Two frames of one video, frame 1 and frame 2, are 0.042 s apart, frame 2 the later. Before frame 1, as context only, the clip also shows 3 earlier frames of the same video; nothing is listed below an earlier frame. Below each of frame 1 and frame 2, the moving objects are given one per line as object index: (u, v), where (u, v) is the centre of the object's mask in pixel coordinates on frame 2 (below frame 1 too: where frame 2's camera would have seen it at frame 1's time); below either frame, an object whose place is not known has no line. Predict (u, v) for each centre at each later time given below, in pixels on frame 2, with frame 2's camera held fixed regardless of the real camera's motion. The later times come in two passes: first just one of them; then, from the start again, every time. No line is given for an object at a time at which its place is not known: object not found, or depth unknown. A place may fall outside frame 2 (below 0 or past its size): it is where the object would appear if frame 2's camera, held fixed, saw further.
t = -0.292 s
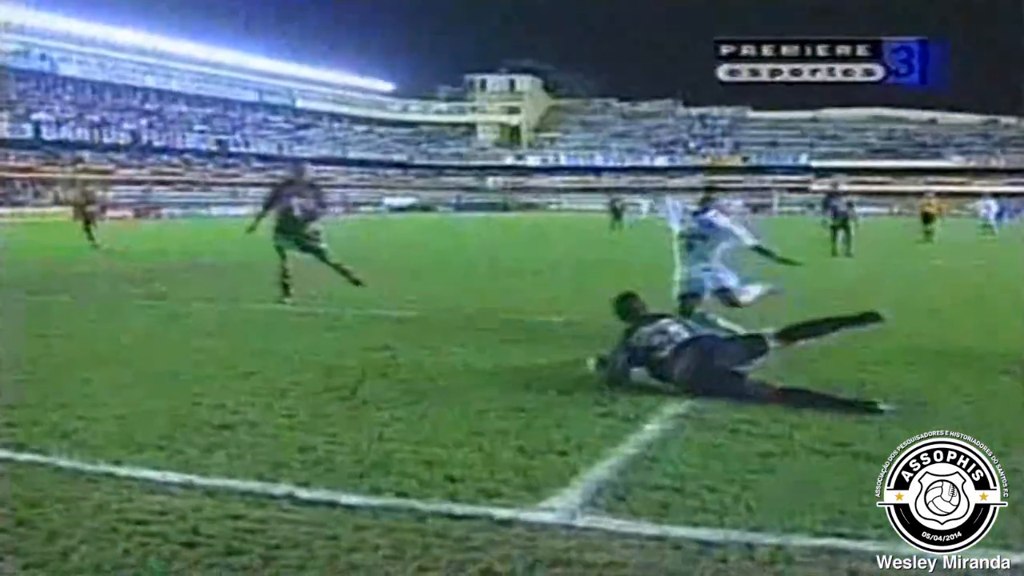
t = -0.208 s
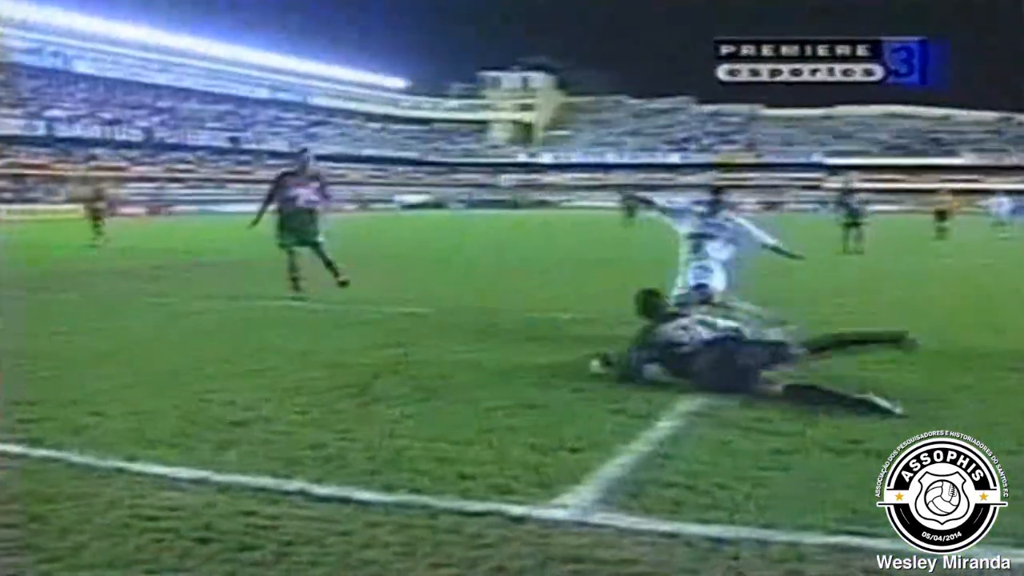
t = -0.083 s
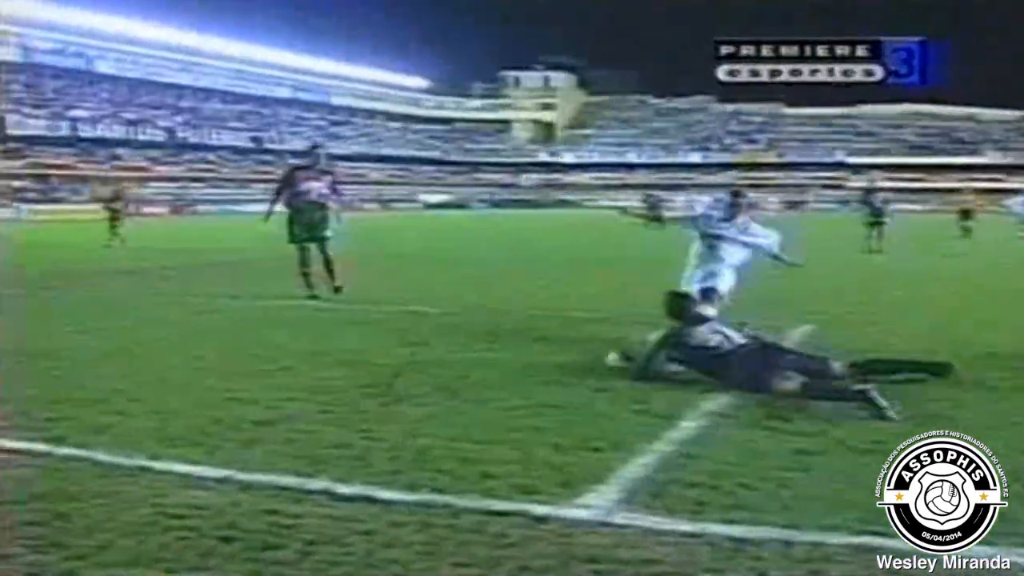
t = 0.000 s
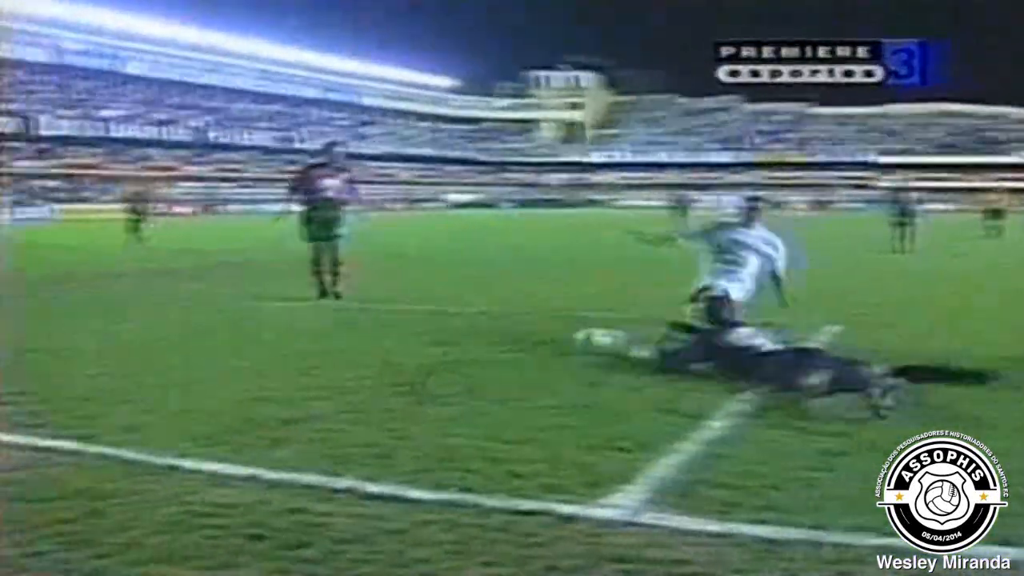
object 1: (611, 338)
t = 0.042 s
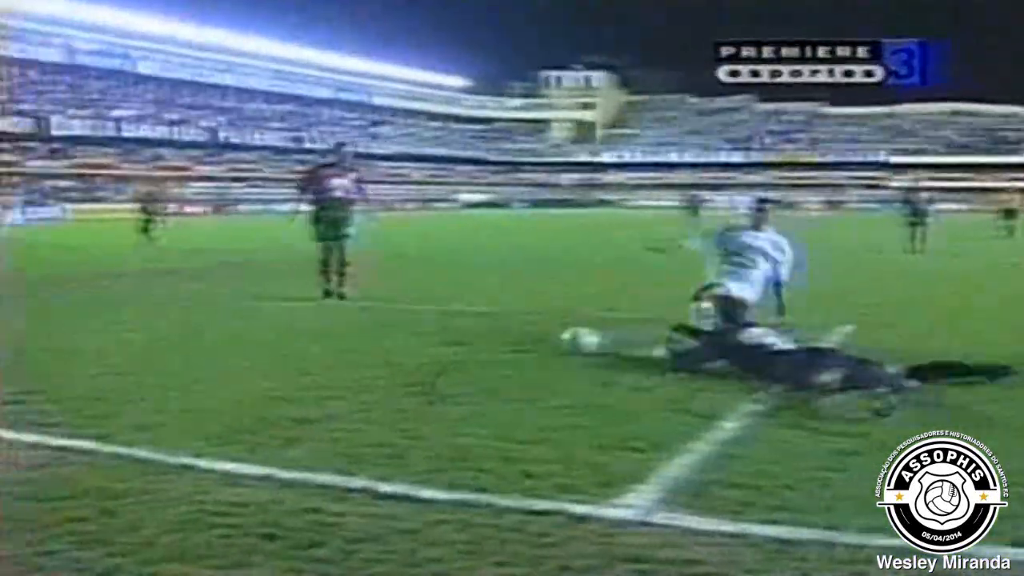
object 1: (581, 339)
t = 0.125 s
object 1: (527, 340)
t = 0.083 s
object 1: (555, 340)
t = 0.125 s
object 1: (527, 340)
